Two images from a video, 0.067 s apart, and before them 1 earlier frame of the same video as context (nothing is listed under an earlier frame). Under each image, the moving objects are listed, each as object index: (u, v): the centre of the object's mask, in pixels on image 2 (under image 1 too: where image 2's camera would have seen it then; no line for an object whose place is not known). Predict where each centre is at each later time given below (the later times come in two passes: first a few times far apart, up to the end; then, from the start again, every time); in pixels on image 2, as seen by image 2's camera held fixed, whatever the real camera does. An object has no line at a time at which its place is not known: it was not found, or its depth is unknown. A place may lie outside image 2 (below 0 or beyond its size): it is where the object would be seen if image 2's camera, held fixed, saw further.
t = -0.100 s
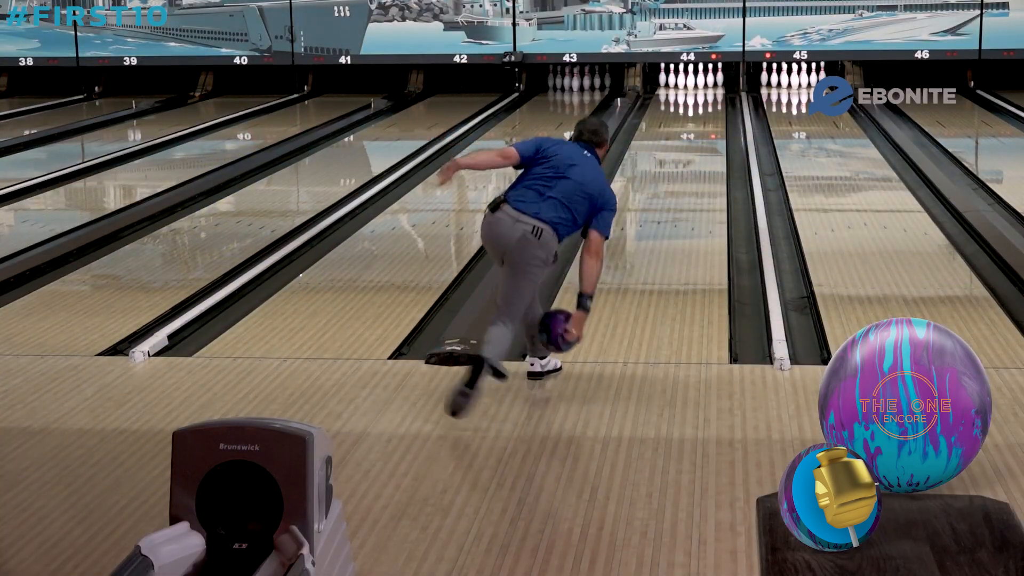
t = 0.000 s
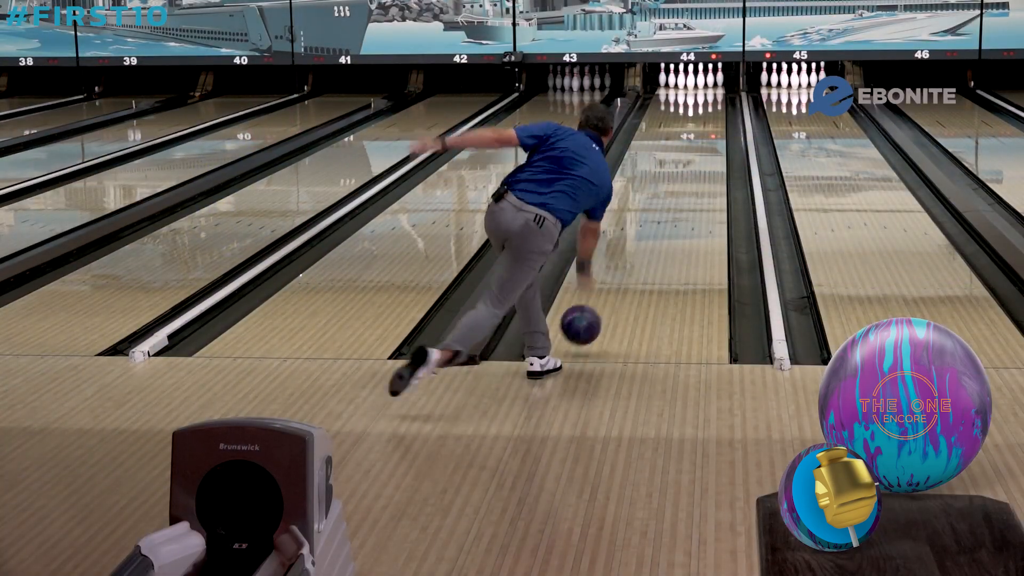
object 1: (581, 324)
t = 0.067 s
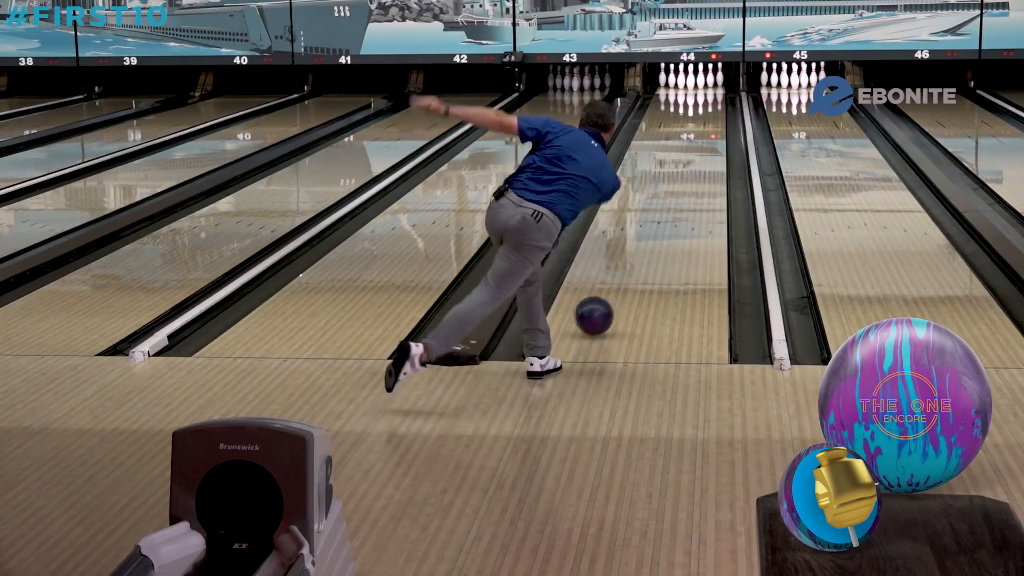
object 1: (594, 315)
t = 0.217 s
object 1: (619, 280)
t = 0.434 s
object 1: (647, 237)
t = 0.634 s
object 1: (666, 207)
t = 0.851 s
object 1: (682, 181)
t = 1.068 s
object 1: (694, 160)
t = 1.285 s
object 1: (703, 143)
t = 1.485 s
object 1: (709, 129)
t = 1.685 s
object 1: (713, 117)
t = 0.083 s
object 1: (597, 313)
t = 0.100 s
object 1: (600, 309)
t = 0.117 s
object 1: (603, 305)
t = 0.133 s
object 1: (606, 300)
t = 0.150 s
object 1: (609, 296)
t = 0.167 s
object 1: (611, 291)
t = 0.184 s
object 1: (614, 287)
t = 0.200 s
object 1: (617, 283)
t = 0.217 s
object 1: (619, 280)
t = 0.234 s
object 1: (621, 276)
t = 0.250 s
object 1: (624, 273)
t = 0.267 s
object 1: (626, 269)
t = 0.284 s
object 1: (629, 265)
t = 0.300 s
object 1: (631, 262)
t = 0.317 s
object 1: (633, 259)
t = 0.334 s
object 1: (635, 255)
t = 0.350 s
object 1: (637, 252)
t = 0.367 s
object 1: (639, 249)
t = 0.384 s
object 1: (641, 246)
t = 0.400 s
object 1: (643, 243)
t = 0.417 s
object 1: (645, 240)
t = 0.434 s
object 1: (647, 237)
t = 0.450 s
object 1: (649, 234)
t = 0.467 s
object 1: (650, 231)
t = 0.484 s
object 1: (652, 229)
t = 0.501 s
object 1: (654, 226)
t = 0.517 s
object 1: (655, 223)
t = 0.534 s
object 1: (657, 221)
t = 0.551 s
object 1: (658, 218)
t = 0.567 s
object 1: (660, 216)
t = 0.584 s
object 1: (661, 214)
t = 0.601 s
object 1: (663, 211)
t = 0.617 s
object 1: (664, 209)
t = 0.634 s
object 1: (666, 207)
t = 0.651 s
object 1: (667, 205)
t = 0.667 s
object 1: (669, 203)
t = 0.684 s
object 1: (670, 201)
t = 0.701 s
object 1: (671, 199)
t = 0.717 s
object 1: (673, 197)
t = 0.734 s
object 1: (674, 194)
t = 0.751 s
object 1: (675, 192)
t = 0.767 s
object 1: (676, 191)
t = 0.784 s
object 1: (677, 189)
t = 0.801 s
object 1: (678, 187)
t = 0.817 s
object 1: (679, 185)
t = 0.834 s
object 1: (680, 183)
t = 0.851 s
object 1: (682, 181)
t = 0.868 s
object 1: (683, 179)
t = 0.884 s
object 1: (684, 178)
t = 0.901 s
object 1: (685, 176)
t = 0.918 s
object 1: (686, 174)
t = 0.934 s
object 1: (687, 173)
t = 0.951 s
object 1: (688, 171)
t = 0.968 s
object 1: (689, 169)
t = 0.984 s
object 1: (689, 168)
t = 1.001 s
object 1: (690, 166)
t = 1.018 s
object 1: (691, 165)
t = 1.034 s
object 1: (692, 163)
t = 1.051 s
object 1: (693, 162)
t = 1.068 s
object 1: (694, 160)
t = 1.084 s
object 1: (695, 158)
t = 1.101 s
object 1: (695, 157)
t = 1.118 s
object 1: (696, 156)
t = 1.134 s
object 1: (697, 154)
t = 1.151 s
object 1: (698, 153)
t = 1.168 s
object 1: (698, 151)
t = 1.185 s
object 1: (699, 150)
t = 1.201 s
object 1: (700, 149)
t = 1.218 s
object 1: (700, 147)
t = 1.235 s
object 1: (701, 146)
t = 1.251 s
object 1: (702, 145)
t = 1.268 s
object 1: (702, 144)
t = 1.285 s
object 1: (703, 143)
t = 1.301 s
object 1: (704, 141)
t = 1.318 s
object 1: (704, 140)
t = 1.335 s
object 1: (705, 139)
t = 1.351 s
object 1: (705, 138)
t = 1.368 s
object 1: (706, 136)
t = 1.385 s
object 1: (706, 135)
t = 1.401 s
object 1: (707, 134)
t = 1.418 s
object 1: (707, 133)
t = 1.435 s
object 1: (708, 132)
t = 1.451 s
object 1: (708, 131)
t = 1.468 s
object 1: (708, 130)
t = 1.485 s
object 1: (709, 129)
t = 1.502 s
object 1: (709, 128)
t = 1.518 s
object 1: (710, 127)
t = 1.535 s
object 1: (710, 126)
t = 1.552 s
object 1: (710, 125)
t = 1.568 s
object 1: (711, 124)
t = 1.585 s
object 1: (711, 123)
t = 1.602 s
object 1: (712, 122)
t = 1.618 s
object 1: (712, 121)
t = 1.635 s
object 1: (712, 120)
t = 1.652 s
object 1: (712, 119)
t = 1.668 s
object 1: (713, 118)
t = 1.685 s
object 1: (713, 117)
